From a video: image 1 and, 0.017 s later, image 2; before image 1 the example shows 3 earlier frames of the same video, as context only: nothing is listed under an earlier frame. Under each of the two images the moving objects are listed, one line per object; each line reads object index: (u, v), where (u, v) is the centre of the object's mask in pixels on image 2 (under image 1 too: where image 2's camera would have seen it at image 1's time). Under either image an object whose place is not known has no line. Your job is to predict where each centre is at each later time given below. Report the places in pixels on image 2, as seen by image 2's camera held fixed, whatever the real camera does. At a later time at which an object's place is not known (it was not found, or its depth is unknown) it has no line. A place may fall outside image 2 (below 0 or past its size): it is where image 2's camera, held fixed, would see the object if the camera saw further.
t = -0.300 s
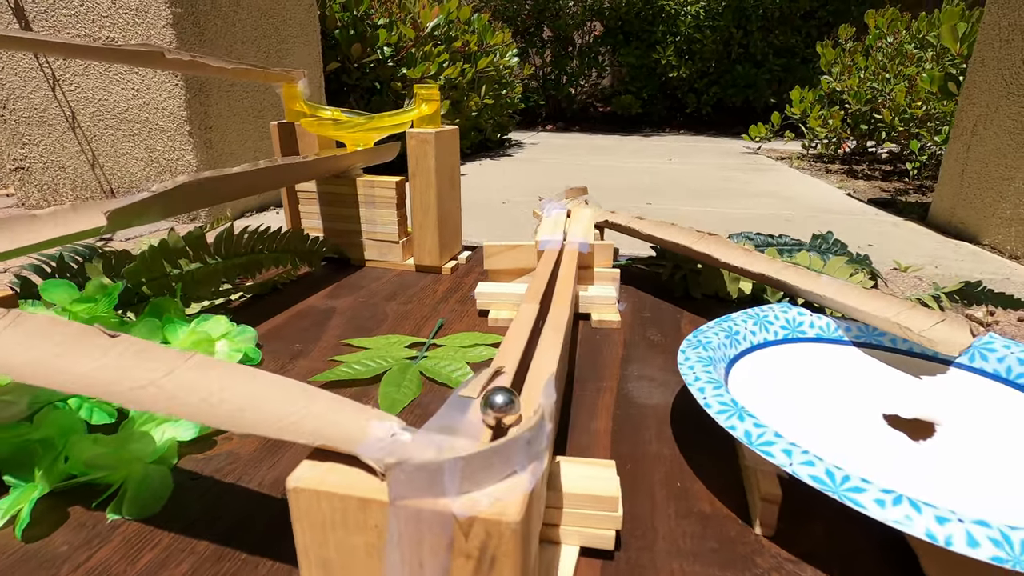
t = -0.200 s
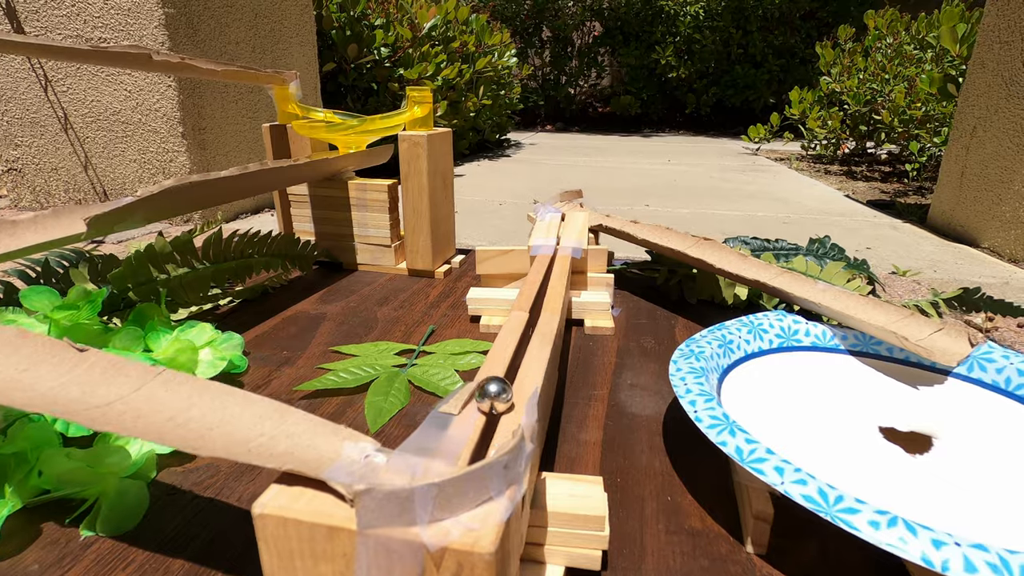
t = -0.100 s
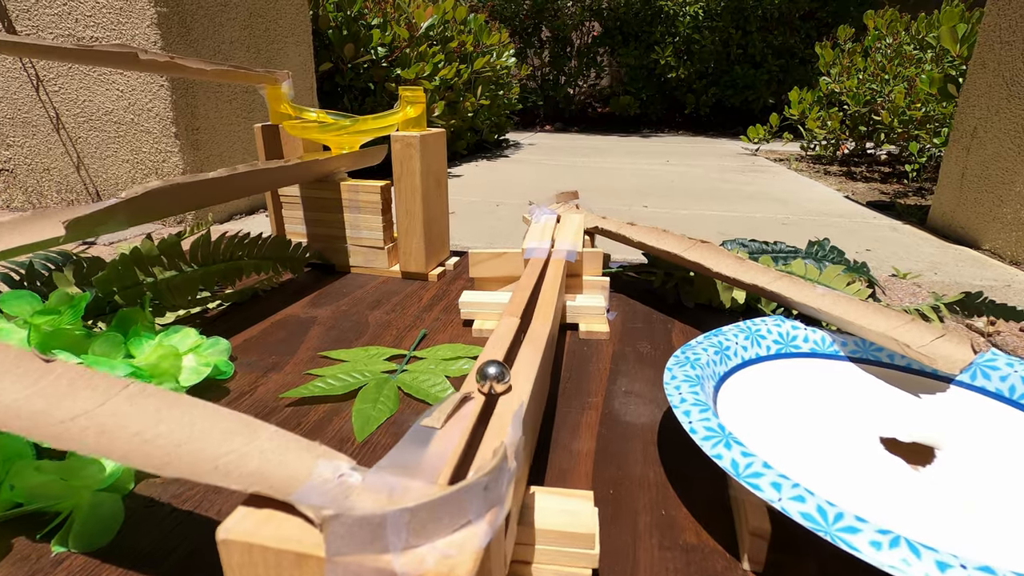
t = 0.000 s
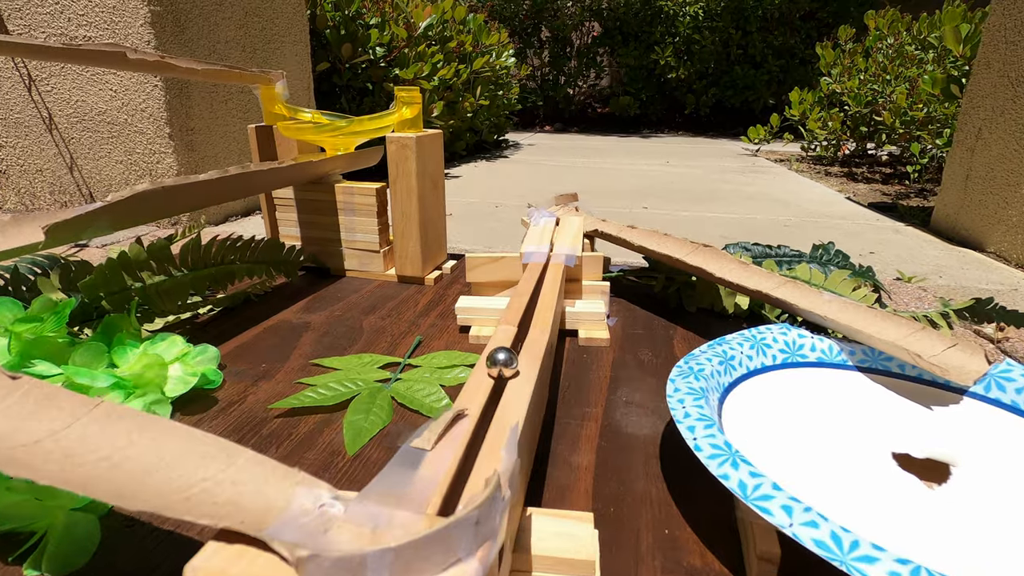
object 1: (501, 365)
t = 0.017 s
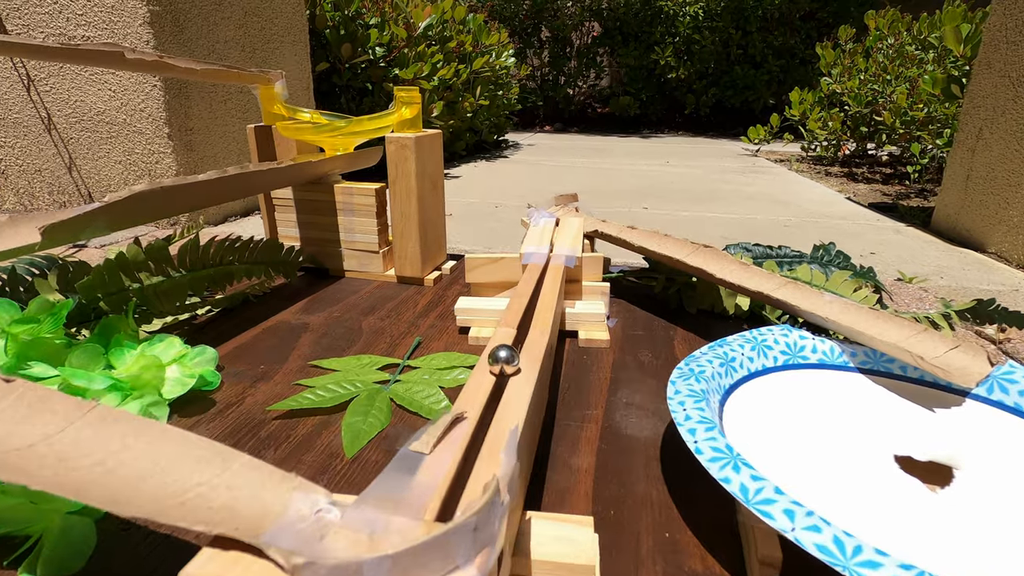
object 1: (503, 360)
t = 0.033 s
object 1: (506, 355)
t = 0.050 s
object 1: (508, 351)
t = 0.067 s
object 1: (510, 347)
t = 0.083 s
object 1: (512, 342)
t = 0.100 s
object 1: (514, 338)
